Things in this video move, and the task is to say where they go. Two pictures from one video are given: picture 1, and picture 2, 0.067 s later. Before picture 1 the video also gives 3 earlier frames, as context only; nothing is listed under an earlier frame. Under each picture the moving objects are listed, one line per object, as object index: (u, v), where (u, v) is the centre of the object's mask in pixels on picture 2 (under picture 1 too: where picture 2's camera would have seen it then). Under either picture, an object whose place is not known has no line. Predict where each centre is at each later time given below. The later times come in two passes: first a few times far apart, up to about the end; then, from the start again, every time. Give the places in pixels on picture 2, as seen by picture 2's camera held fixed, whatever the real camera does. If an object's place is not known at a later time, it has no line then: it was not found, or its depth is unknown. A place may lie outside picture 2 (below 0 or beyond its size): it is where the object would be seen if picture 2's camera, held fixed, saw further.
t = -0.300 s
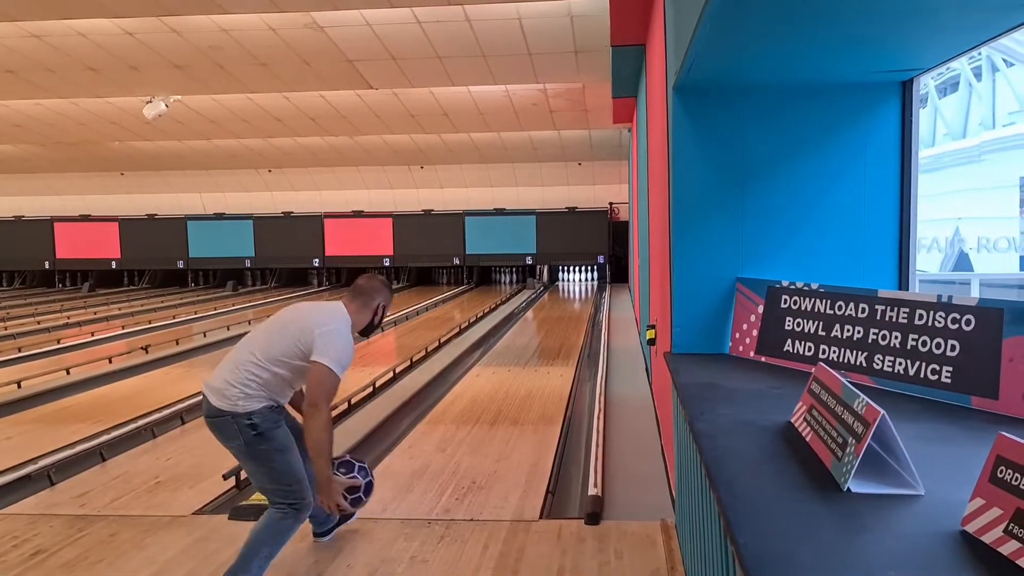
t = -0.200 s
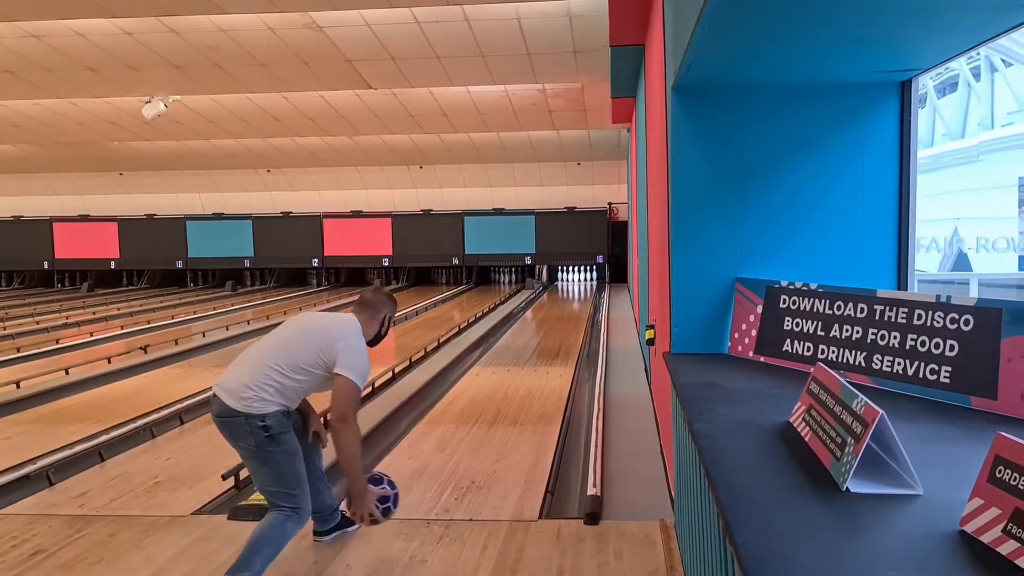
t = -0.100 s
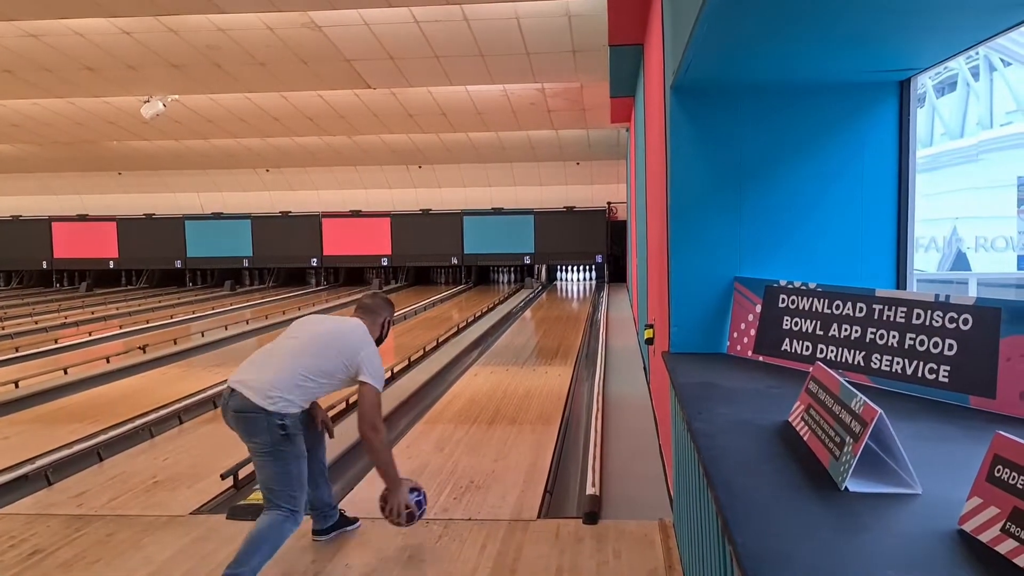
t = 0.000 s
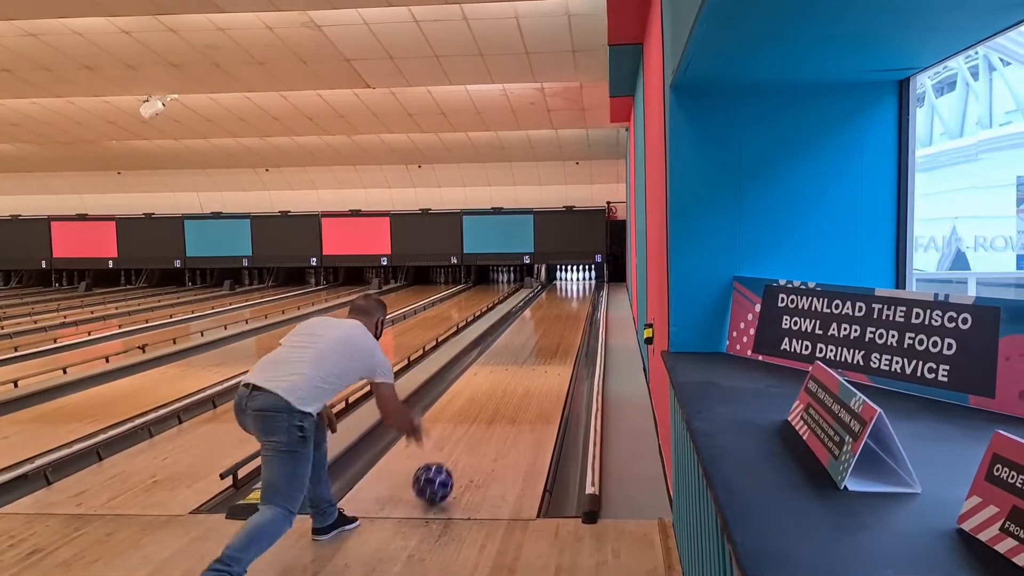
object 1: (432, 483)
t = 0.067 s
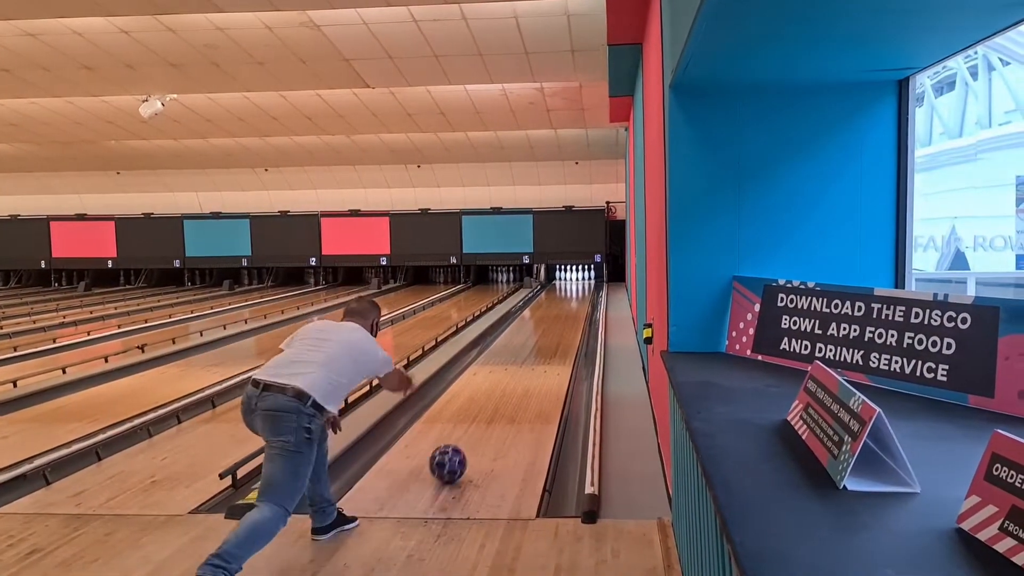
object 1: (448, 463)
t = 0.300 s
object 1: (484, 413)
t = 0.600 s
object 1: (508, 375)
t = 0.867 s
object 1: (521, 354)
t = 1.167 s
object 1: (531, 336)
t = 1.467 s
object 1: (540, 323)
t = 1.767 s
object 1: (546, 313)
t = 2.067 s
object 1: (550, 304)
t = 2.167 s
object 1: (552, 301)
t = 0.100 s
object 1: (454, 455)
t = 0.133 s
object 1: (461, 446)
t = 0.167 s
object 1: (466, 438)
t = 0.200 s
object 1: (471, 431)
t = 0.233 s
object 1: (476, 425)
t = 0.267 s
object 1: (480, 418)
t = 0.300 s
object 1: (484, 413)
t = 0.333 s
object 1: (488, 407)
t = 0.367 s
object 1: (491, 402)
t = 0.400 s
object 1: (494, 398)
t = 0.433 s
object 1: (497, 393)
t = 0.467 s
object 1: (500, 389)
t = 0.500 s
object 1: (502, 385)
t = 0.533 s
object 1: (504, 382)
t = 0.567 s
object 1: (506, 379)
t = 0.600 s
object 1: (508, 375)
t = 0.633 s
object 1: (510, 372)
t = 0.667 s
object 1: (512, 369)
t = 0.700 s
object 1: (513, 366)
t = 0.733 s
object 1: (515, 364)
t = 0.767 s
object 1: (517, 361)
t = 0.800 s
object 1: (518, 358)
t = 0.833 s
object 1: (520, 356)
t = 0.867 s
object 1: (521, 354)
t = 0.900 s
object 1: (522, 352)
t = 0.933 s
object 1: (523, 350)
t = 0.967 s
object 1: (525, 348)
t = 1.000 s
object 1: (526, 346)
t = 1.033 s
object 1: (527, 344)
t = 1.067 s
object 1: (528, 342)
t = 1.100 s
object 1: (529, 340)
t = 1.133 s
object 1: (530, 338)
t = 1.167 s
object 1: (531, 336)
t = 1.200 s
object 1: (532, 335)
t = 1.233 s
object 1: (533, 333)
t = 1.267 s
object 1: (535, 332)
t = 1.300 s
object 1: (535, 330)
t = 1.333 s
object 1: (536, 329)
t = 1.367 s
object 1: (537, 327)
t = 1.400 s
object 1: (538, 326)
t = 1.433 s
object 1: (539, 324)
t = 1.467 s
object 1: (540, 323)
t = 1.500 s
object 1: (540, 322)
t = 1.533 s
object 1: (541, 321)
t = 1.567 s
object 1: (542, 320)
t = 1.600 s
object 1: (542, 318)
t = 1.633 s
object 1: (543, 317)
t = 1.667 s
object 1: (544, 316)
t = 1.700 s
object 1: (545, 315)
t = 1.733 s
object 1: (545, 314)
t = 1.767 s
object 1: (546, 313)
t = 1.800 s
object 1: (547, 312)
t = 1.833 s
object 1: (547, 311)
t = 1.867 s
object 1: (547, 310)
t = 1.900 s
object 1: (548, 309)
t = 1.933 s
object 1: (549, 307)
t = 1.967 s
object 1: (549, 307)
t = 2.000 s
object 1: (550, 306)
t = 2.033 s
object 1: (550, 305)
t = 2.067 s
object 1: (550, 304)
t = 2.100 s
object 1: (551, 303)
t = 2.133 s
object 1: (552, 302)
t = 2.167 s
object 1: (552, 301)
